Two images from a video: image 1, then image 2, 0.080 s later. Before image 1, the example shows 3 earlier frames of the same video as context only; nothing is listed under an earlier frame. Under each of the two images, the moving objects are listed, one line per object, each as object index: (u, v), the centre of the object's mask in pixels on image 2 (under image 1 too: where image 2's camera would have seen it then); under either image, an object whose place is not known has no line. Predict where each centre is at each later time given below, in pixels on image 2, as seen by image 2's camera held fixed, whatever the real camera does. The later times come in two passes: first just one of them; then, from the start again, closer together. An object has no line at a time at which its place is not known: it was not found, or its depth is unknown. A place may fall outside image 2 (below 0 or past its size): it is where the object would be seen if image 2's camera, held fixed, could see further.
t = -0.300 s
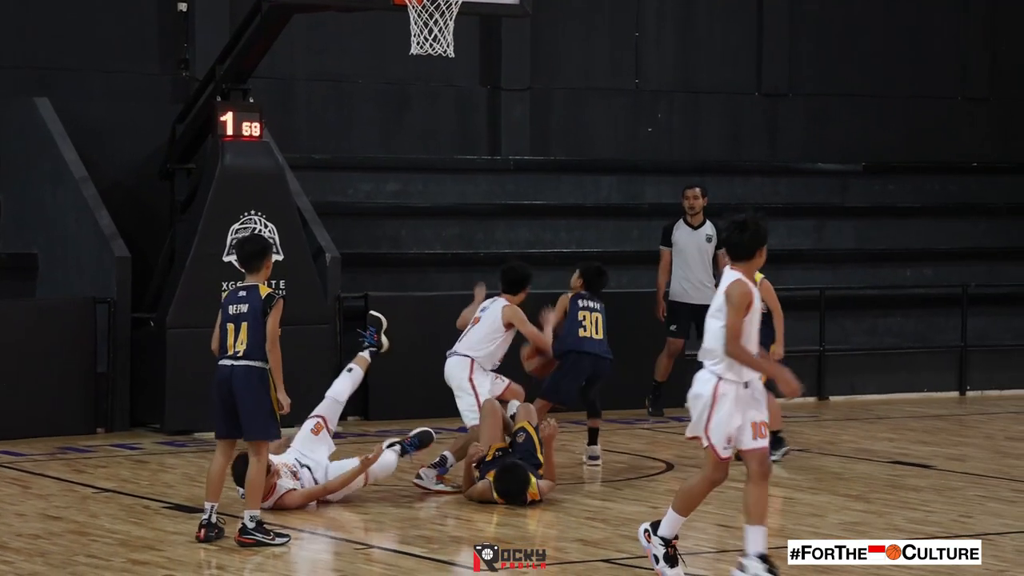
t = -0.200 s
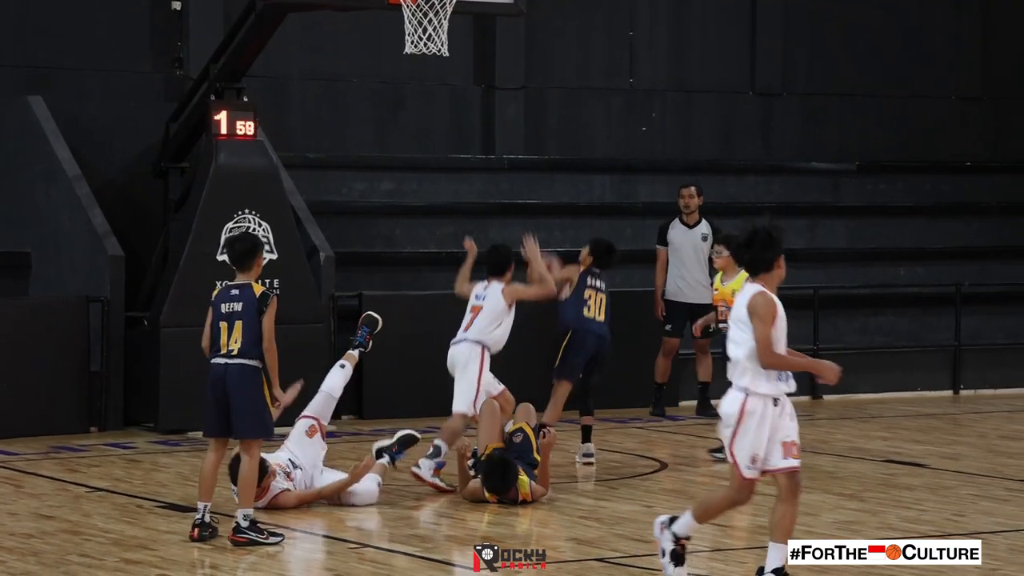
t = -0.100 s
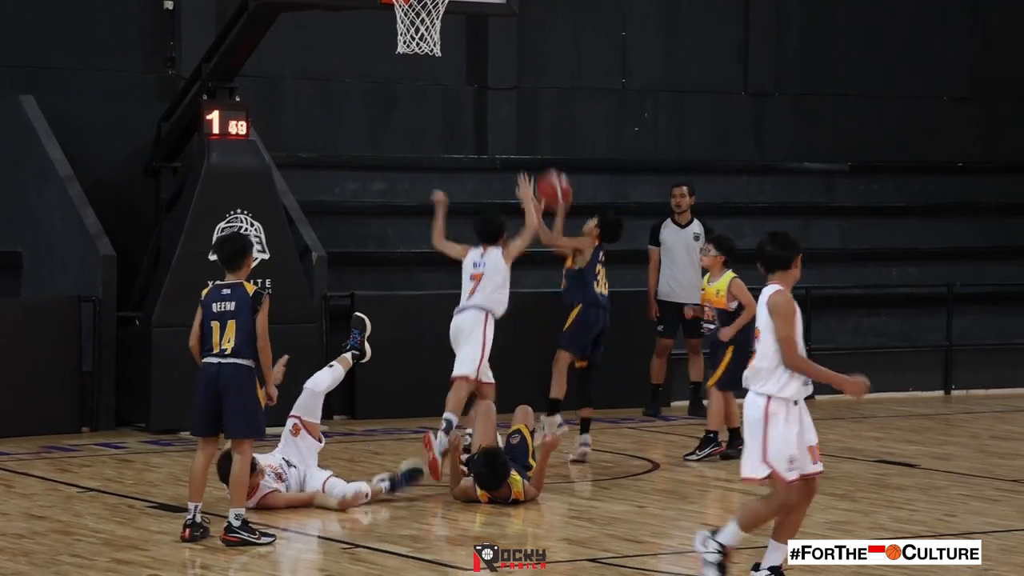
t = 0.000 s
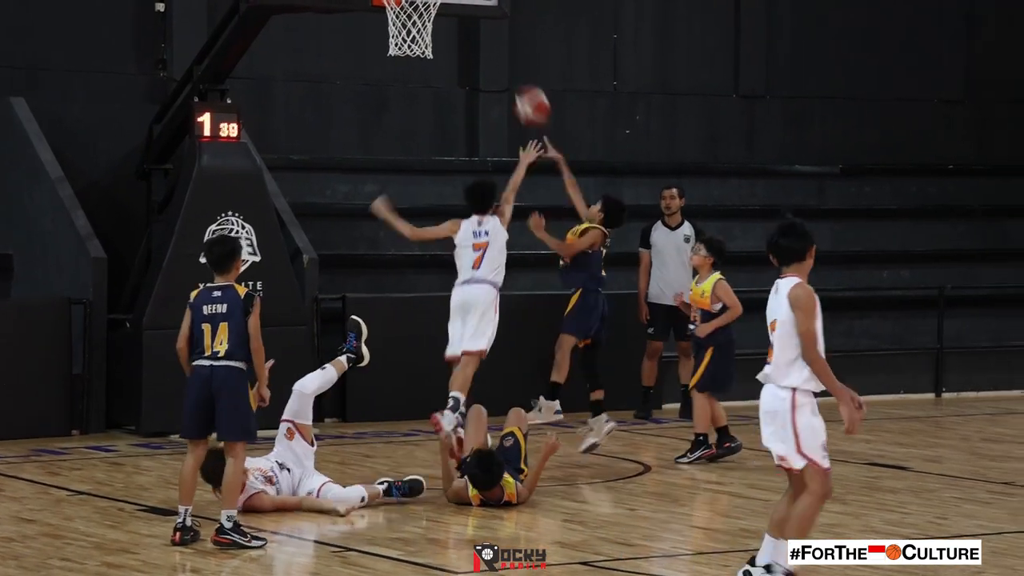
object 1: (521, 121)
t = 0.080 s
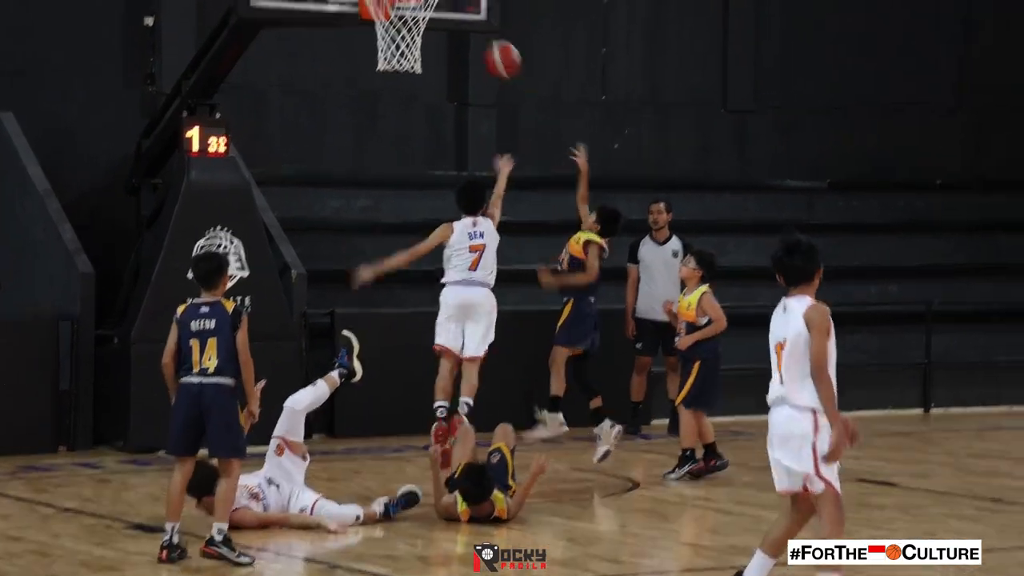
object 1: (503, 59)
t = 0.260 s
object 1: (457, -49)
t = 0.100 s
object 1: (498, 45)
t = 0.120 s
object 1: (493, 31)
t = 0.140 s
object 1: (488, 18)
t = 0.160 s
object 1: (483, 6)
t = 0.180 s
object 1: (478, -6)
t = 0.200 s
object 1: (473, -18)
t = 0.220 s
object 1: (467, -29)
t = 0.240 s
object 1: (462, -39)
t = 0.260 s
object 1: (457, -49)
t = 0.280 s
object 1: (453, -59)
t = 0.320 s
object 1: (443, -75)
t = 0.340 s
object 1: (439, -81)
